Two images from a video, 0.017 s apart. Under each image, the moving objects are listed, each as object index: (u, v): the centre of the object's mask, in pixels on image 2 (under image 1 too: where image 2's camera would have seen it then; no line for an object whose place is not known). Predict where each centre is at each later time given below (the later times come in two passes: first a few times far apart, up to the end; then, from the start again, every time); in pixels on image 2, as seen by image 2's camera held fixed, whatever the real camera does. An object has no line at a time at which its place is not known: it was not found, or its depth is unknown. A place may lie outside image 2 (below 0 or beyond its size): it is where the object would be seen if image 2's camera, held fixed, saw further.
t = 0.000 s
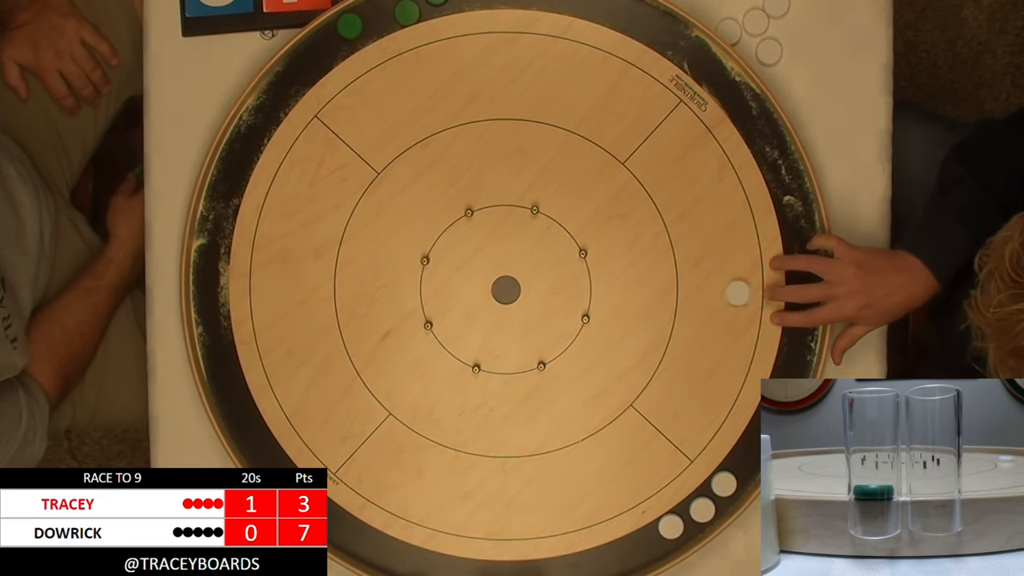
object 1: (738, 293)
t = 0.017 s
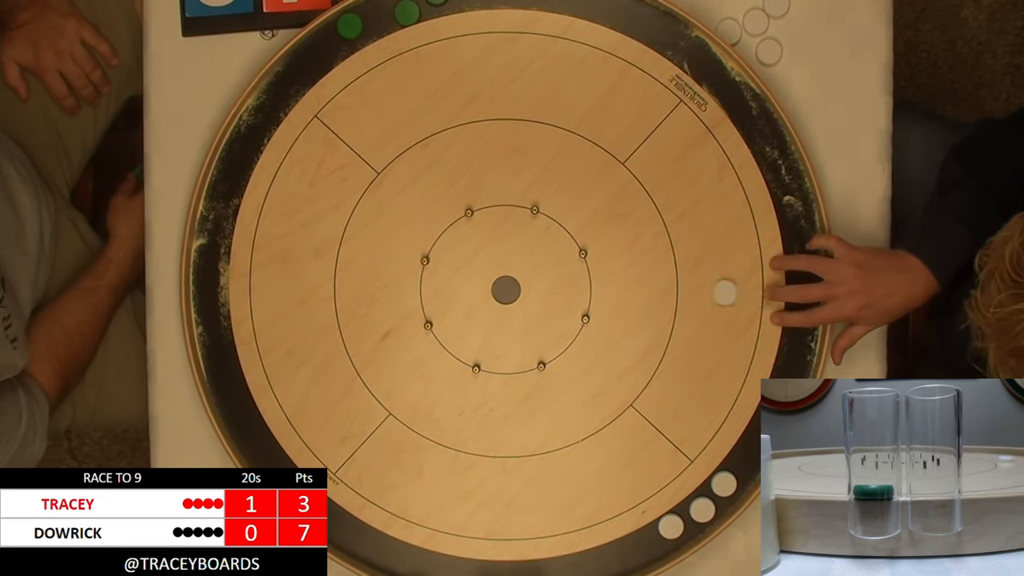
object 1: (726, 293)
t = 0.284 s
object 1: (532, 288)
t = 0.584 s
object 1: (519, 337)
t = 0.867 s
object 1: (513, 359)
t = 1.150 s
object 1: (511, 360)
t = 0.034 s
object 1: (713, 293)
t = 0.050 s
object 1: (700, 292)
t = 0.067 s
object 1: (687, 292)
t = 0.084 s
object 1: (674, 291)
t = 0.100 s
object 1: (661, 291)
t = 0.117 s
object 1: (649, 291)
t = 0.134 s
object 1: (637, 290)
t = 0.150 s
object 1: (625, 290)
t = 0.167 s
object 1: (613, 290)
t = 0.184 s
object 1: (601, 289)
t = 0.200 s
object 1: (589, 289)
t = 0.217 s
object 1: (578, 289)
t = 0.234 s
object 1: (565, 289)
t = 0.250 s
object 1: (554, 288)
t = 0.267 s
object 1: (543, 288)
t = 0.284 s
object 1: (532, 288)
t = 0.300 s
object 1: (521, 288)
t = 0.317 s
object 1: (509, 288)
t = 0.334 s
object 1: (505, 290)
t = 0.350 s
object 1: (505, 294)
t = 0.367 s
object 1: (507, 298)
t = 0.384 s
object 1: (509, 302)
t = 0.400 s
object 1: (511, 305)
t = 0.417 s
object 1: (512, 309)
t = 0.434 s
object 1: (513, 312)
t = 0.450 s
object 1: (514, 315)
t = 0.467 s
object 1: (515, 318)
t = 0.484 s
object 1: (515, 321)
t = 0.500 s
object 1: (516, 324)
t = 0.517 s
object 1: (517, 327)
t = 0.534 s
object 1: (518, 330)
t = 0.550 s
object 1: (518, 332)
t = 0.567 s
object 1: (518, 335)
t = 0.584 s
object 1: (519, 337)
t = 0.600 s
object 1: (519, 340)
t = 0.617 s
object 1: (519, 342)
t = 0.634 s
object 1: (519, 343)
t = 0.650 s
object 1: (519, 345)
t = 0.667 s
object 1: (518, 347)
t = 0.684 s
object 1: (518, 349)
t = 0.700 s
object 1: (518, 350)
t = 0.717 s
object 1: (517, 352)
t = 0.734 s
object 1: (517, 353)
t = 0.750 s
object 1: (516, 354)
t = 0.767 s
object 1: (516, 355)
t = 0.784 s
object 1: (515, 356)
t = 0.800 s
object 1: (515, 357)
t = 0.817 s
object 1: (514, 358)
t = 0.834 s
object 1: (514, 358)
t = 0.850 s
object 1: (513, 359)
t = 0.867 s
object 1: (513, 359)
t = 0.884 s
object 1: (513, 359)
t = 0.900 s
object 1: (513, 359)
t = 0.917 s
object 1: (513, 359)
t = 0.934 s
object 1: (512, 360)
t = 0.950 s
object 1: (512, 360)
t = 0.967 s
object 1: (512, 360)
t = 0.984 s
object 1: (511, 360)
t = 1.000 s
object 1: (511, 360)
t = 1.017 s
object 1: (511, 360)
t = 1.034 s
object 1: (511, 360)
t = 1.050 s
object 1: (511, 360)
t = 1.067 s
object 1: (511, 360)
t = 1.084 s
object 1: (511, 360)
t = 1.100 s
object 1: (511, 360)
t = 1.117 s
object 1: (511, 360)
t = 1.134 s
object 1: (511, 360)
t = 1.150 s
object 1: (511, 360)
